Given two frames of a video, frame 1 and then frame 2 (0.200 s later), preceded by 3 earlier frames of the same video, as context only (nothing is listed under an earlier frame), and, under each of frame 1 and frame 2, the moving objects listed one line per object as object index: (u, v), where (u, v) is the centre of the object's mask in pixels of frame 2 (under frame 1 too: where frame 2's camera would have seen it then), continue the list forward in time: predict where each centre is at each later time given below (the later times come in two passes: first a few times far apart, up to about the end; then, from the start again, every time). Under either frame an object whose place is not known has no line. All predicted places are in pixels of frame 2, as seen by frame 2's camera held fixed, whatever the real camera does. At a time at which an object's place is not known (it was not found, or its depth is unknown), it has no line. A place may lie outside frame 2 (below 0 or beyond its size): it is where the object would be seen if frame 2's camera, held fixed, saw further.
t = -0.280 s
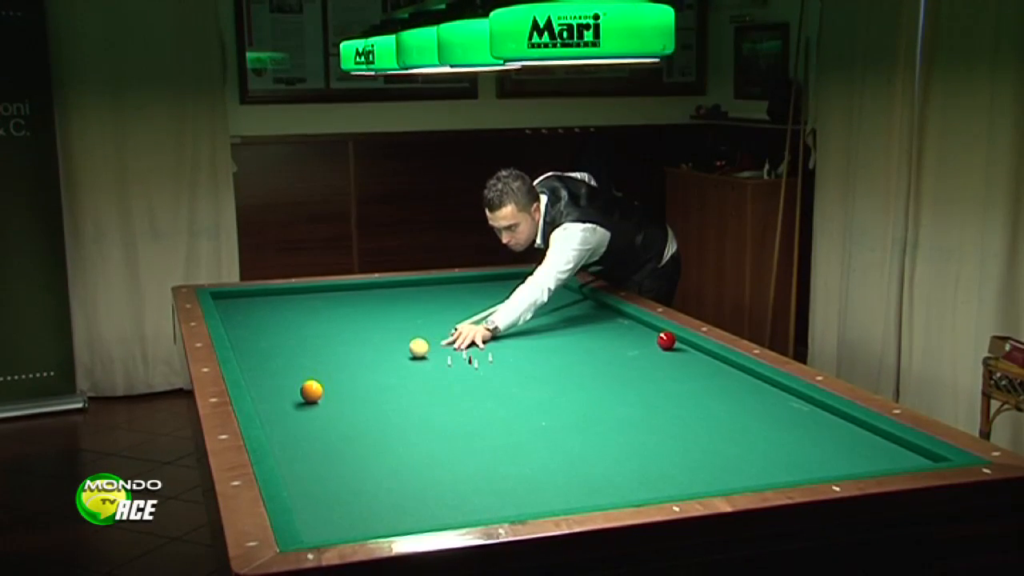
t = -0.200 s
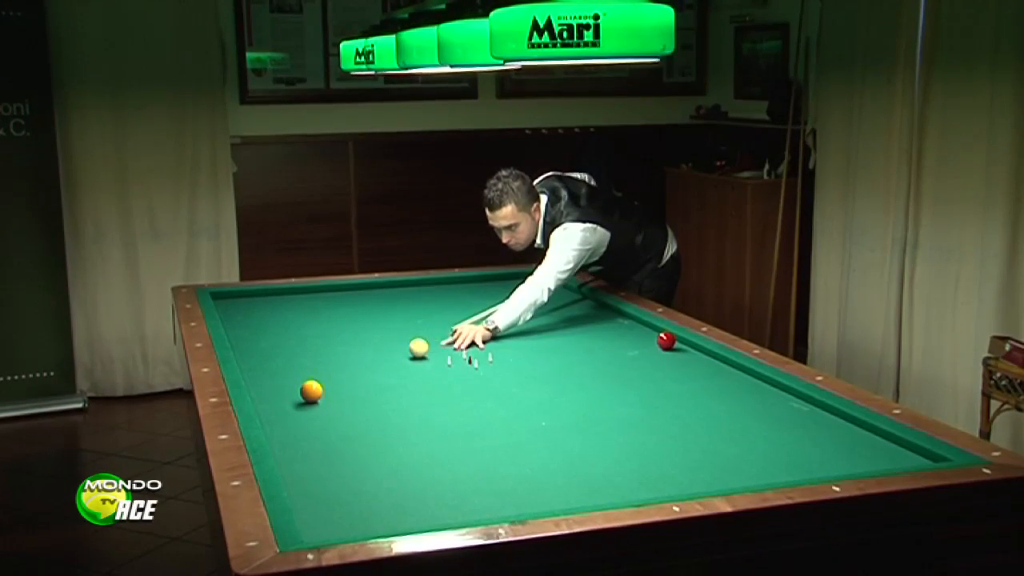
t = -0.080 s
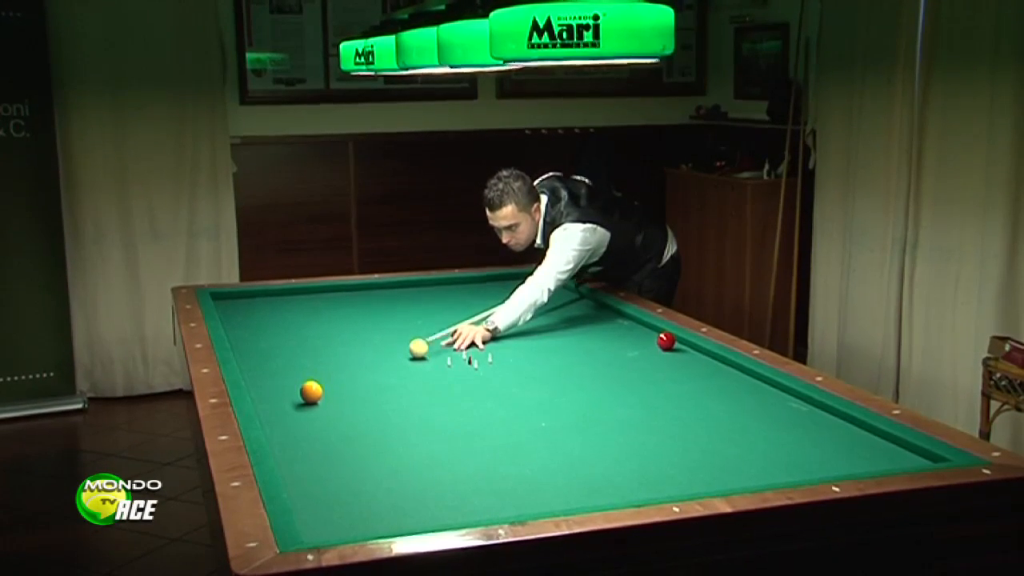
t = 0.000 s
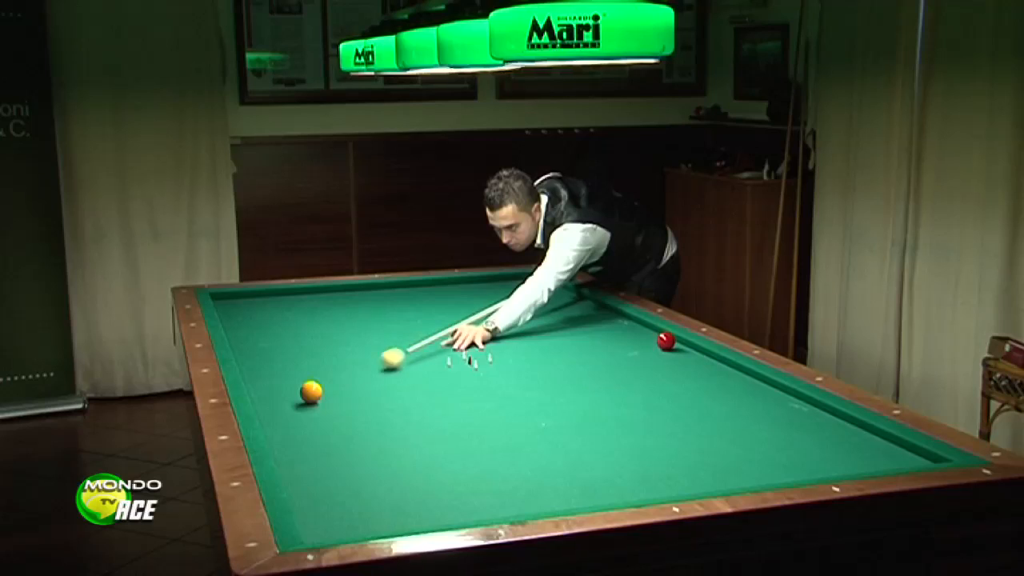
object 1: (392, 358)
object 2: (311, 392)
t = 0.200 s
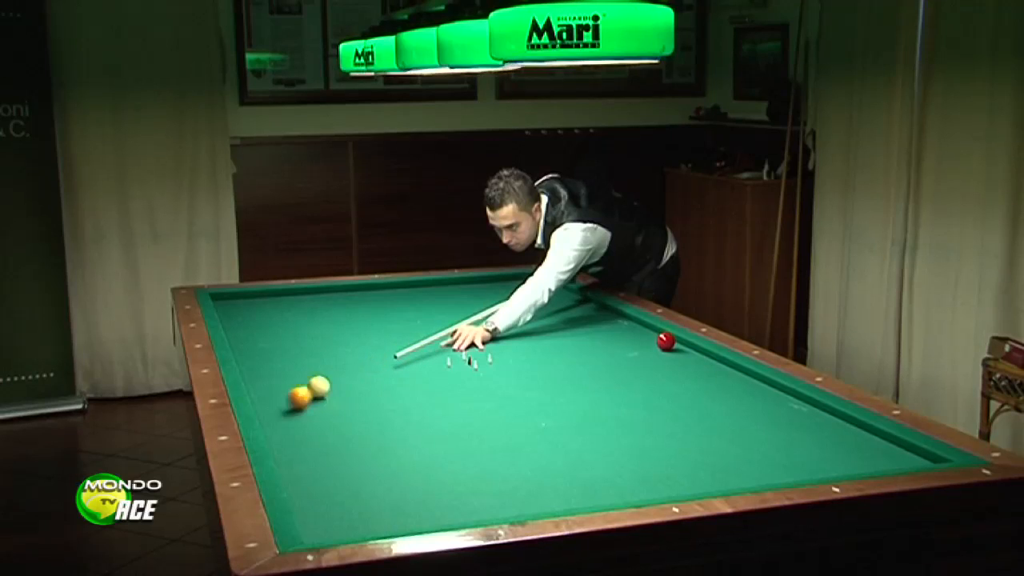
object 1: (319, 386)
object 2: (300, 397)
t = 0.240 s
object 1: (315, 387)
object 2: (285, 405)
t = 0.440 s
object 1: (286, 392)
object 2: (323, 423)
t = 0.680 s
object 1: (270, 399)
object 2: (400, 436)
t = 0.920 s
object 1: (300, 403)
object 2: (482, 449)
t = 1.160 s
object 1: (330, 406)
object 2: (569, 463)
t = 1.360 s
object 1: (355, 408)
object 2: (646, 476)
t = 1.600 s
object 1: (384, 411)
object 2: (731, 479)
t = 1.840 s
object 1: (413, 414)
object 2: (767, 462)
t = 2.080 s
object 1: (442, 417)
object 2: (798, 444)
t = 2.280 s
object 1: (465, 419)
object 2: (822, 430)
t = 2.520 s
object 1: (493, 422)
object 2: (826, 416)
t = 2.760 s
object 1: (520, 425)
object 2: (780, 409)
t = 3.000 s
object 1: (547, 427)
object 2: (735, 402)
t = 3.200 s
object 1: (569, 430)
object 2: (701, 397)
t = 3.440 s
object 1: (595, 433)
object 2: (662, 391)
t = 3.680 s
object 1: (621, 435)
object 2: (626, 385)
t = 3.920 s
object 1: (645, 438)
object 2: (592, 380)
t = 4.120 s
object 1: (666, 440)
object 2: (565, 376)
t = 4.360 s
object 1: (690, 442)
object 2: (534, 371)
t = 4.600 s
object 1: (713, 445)
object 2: (505, 366)
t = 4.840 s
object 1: (735, 447)
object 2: (478, 362)
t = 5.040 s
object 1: (753, 449)
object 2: (456, 359)
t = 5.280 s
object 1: (774, 451)
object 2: (431, 355)
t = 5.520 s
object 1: (795, 454)
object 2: (408, 351)
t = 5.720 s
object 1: (811, 455)
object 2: (390, 348)
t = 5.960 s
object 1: (830, 457)
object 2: (369, 345)
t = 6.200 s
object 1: (847, 459)
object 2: (350, 342)
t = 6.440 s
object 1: (864, 459)
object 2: (331, 340)
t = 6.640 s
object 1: (877, 460)
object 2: (316, 337)
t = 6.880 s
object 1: (891, 460)
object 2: (299, 335)
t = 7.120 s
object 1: (905, 461)
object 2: (283, 332)
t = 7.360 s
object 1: (909, 460)
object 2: (268, 330)
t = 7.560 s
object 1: (912, 459)
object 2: (256, 328)
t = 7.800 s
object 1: (914, 457)
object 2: (243, 326)
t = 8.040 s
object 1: (915, 457)
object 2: (229, 324)
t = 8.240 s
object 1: (916, 456)
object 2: (232, 322)
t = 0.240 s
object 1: (315, 387)
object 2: (285, 405)
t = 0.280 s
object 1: (310, 387)
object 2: (270, 412)
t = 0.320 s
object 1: (305, 388)
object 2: (277, 416)
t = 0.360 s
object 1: (299, 389)
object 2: (293, 419)
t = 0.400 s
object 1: (293, 390)
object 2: (309, 421)
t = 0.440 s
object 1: (286, 392)
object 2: (323, 423)
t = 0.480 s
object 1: (279, 393)
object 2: (336, 425)
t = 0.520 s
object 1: (272, 395)
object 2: (349, 428)
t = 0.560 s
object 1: (265, 397)
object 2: (362, 430)
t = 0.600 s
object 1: (260, 398)
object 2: (374, 432)
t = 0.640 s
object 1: (265, 399)
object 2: (387, 434)
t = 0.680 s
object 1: (270, 399)
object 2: (400, 436)
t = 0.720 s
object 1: (275, 400)
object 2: (414, 438)
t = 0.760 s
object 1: (280, 400)
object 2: (427, 440)
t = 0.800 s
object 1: (285, 401)
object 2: (441, 442)
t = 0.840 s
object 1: (290, 401)
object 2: (454, 445)
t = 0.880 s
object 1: (295, 402)
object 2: (468, 447)
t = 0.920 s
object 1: (300, 403)
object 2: (482, 449)
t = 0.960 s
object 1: (305, 403)
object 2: (496, 451)
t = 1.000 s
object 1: (310, 403)
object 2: (510, 454)
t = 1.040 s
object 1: (315, 404)
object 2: (525, 456)
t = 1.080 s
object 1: (320, 404)
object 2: (539, 458)
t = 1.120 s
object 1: (325, 405)
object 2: (554, 461)
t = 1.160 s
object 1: (330, 406)
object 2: (569, 463)
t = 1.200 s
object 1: (335, 406)
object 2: (584, 465)
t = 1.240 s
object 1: (340, 406)
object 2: (599, 468)
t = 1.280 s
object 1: (345, 407)
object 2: (615, 471)
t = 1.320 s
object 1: (350, 408)
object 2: (631, 473)
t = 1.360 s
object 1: (355, 408)
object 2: (646, 476)
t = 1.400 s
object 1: (359, 409)
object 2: (662, 478)
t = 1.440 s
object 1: (364, 410)
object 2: (678, 480)
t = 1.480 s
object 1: (369, 410)
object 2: (695, 481)
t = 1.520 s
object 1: (374, 410)
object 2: (711, 482)
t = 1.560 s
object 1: (379, 411)
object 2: (725, 482)
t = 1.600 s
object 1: (384, 411)
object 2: (731, 479)
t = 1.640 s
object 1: (389, 412)
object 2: (737, 477)
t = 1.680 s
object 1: (394, 412)
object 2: (743, 474)
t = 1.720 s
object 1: (399, 413)
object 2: (749, 472)
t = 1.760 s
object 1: (403, 413)
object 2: (755, 469)
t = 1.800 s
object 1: (408, 414)
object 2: (761, 466)
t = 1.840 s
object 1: (413, 414)
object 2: (767, 462)
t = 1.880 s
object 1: (418, 415)
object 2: (772, 459)
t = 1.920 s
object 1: (422, 415)
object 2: (777, 456)
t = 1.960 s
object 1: (427, 416)
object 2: (783, 453)
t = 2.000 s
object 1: (432, 416)
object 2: (788, 450)
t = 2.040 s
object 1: (437, 417)
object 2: (793, 447)
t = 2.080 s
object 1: (442, 417)
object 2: (798, 444)
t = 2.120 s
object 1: (446, 418)
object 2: (803, 441)
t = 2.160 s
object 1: (451, 418)
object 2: (808, 438)
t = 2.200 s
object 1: (456, 419)
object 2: (813, 435)
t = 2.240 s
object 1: (460, 419)
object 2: (817, 432)
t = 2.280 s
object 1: (465, 419)
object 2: (822, 430)
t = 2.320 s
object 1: (470, 420)
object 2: (827, 427)
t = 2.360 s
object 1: (474, 421)
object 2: (832, 424)
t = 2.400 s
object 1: (479, 421)
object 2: (835, 421)
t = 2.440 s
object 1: (484, 421)
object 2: (840, 419)
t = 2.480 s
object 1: (488, 422)
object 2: (835, 417)
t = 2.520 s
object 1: (493, 422)
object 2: (826, 416)
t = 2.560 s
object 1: (497, 423)
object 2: (818, 415)
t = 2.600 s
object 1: (502, 423)
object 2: (810, 414)
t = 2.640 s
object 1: (507, 424)
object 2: (802, 412)
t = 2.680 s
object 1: (511, 424)
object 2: (795, 412)
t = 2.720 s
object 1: (516, 425)
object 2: (787, 410)
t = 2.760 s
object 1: (520, 425)
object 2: (780, 409)
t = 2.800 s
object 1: (525, 425)
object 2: (772, 408)
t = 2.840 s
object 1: (529, 426)
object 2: (764, 406)
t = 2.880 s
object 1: (534, 427)
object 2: (757, 405)
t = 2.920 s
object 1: (538, 427)
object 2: (750, 405)
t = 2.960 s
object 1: (543, 427)
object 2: (742, 403)
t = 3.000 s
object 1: (547, 427)
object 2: (735, 402)
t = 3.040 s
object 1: (551, 428)
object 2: (729, 401)
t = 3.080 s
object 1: (556, 429)
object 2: (722, 400)
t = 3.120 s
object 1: (560, 429)
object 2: (715, 399)
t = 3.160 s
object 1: (565, 429)
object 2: (708, 398)
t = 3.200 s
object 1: (569, 430)
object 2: (701, 397)
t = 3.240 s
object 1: (574, 430)
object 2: (695, 396)
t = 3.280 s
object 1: (578, 431)
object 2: (688, 395)
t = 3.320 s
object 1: (582, 431)
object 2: (682, 394)
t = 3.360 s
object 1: (586, 432)
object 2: (675, 392)
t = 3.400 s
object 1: (591, 432)
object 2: (669, 391)
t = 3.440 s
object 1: (595, 433)
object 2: (662, 391)
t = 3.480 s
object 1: (599, 433)
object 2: (656, 390)
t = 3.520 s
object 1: (603, 433)
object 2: (650, 389)
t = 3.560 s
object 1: (608, 434)
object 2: (644, 388)
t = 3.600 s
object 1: (612, 435)
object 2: (638, 387)
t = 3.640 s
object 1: (616, 435)
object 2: (632, 386)
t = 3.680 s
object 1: (621, 435)
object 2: (626, 385)
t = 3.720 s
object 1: (625, 435)
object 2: (620, 384)
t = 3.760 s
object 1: (629, 436)
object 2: (615, 383)
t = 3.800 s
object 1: (633, 437)
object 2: (609, 382)
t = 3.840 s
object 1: (637, 437)
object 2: (603, 382)
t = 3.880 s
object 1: (641, 438)
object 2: (597, 381)
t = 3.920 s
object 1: (645, 438)
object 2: (592, 380)
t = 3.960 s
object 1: (650, 438)
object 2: (586, 379)
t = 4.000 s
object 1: (654, 439)
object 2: (581, 378)
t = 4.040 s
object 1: (658, 439)
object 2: (576, 377)
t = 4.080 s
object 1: (662, 440)
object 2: (570, 377)
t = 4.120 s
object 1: (666, 440)
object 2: (565, 376)
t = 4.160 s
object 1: (670, 440)
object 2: (559, 375)
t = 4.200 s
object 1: (674, 441)
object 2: (555, 374)
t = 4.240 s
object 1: (678, 441)
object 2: (549, 373)
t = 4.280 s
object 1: (682, 442)
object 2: (544, 372)
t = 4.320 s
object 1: (686, 442)
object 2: (539, 372)
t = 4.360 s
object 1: (690, 442)
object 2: (534, 371)
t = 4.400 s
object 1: (693, 443)
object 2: (529, 370)
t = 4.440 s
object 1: (697, 443)
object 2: (524, 369)
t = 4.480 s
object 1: (701, 443)
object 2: (519, 368)
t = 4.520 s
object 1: (705, 444)
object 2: (514, 368)
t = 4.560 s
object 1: (709, 444)
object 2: (510, 367)
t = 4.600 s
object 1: (713, 445)
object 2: (505, 366)
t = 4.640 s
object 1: (716, 445)
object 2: (501, 365)
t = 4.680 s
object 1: (720, 446)
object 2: (496, 364)
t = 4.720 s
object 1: (724, 446)
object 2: (491, 364)
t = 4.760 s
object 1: (728, 446)
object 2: (487, 363)
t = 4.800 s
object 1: (732, 447)
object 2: (483, 362)
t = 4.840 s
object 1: (735, 447)
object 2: (478, 362)
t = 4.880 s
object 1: (739, 447)
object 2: (474, 361)
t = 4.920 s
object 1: (743, 448)
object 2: (469, 361)
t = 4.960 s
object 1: (746, 449)
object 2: (465, 360)
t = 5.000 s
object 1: (750, 449)
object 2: (461, 359)
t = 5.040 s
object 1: (753, 449)
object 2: (456, 359)
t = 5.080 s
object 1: (757, 450)
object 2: (452, 358)
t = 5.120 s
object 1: (761, 450)
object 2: (448, 357)
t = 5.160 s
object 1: (764, 451)
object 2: (444, 357)
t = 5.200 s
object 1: (768, 451)
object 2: (439, 356)
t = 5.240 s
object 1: (771, 451)
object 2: (436, 355)
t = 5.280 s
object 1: (774, 451)
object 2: (431, 355)
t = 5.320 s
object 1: (778, 451)
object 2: (427, 355)
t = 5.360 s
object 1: (781, 452)
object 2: (423, 354)
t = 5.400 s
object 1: (785, 453)
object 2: (420, 353)
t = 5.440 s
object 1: (788, 453)
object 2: (416, 353)
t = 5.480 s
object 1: (791, 453)
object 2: (412, 352)
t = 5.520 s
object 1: (795, 454)
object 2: (408, 351)
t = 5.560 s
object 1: (798, 454)
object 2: (404, 351)
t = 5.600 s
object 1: (801, 454)
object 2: (400, 350)
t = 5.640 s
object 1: (804, 455)
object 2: (397, 349)
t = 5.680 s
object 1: (808, 455)
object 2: (394, 349)
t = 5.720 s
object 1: (811, 455)
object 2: (390, 348)
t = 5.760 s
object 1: (814, 456)
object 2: (386, 348)
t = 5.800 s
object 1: (817, 456)
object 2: (383, 348)
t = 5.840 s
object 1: (820, 456)
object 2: (379, 347)
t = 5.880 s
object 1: (824, 456)
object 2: (376, 346)
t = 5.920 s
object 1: (827, 457)
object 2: (372, 346)
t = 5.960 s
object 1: (830, 457)
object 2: (369, 345)
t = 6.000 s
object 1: (833, 457)
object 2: (366, 345)
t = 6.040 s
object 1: (836, 458)
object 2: (362, 344)
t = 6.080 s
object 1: (839, 458)
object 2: (359, 344)
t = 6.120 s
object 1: (842, 458)
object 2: (356, 343)
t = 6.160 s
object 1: (845, 458)
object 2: (353, 343)
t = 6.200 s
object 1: (847, 459)
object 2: (350, 342)
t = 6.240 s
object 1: (850, 459)
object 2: (346, 342)
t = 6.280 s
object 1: (853, 459)
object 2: (343, 341)
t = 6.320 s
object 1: (856, 459)
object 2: (340, 341)
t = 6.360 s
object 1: (858, 459)
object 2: (337, 341)
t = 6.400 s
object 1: (861, 459)
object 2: (334, 340)
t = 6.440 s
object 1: (864, 459)
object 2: (331, 340)
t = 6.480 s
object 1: (867, 460)
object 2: (327, 339)
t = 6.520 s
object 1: (869, 460)
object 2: (325, 339)
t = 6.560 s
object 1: (872, 460)
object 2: (321, 338)
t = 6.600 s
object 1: (875, 460)
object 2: (319, 338)
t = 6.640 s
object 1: (877, 460)
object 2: (316, 337)
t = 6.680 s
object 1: (880, 460)
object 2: (313, 337)
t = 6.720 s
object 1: (882, 460)
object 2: (310, 336)
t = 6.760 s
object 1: (885, 460)
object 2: (307, 336)
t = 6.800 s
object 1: (887, 460)
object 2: (304, 336)
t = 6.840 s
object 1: (889, 460)
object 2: (302, 335)
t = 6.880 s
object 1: (891, 460)
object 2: (299, 335)
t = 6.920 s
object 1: (894, 461)
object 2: (297, 334)
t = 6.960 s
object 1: (896, 461)
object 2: (294, 334)
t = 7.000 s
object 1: (898, 461)
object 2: (291, 333)
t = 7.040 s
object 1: (900, 461)
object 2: (288, 333)
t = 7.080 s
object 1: (902, 461)
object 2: (286, 333)
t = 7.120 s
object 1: (905, 461)
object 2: (283, 332)
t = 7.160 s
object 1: (907, 461)
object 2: (281, 332)
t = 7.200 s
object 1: (907, 460)
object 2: (278, 331)
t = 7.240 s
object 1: (908, 460)
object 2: (275, 331)
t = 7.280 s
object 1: (908, 460)
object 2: (273, 331)
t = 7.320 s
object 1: (909, 460)
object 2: (270, 331)
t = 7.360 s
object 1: (909, 460)
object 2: (268, 330)
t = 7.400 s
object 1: (910, 459)
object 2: (266, 330)
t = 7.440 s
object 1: (910, 459)
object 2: (263, 329)
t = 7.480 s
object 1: (911, 459)
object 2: (261, 329)
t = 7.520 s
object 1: (911, 459)
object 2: (258, 328)
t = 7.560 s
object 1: (912, 459)
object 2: (256, 328)
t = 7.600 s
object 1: (912, 458)
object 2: (254, 328)
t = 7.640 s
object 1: (913, 458)
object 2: (251, 327)
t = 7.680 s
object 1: (913, 458)
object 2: (249, 327)
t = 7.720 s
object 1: (913, 458)
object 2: (247, 327)
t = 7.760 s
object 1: (913, 458)
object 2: (245, 326)
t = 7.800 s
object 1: (914, 457)
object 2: (243, 326)
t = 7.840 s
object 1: (914, 457)
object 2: (240, 326)
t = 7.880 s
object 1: (914, 457)
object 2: (238, 325)
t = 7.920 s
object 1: (914, 457)
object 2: (236, 325)
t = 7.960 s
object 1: (915, 457)
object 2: (234, 325)
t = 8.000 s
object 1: (915, 457)
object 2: (232, 324)
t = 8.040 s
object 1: (915, 457)
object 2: (229, 324)
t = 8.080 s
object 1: (915, 457)
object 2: (229, 323)
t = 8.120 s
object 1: (915, 457)
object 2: (230, 323)
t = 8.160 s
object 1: (915, 456)
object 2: (230, 323)
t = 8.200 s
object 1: (915, 456)
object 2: (231, 322)
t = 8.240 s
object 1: (916, 456)
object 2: (232, 322)
